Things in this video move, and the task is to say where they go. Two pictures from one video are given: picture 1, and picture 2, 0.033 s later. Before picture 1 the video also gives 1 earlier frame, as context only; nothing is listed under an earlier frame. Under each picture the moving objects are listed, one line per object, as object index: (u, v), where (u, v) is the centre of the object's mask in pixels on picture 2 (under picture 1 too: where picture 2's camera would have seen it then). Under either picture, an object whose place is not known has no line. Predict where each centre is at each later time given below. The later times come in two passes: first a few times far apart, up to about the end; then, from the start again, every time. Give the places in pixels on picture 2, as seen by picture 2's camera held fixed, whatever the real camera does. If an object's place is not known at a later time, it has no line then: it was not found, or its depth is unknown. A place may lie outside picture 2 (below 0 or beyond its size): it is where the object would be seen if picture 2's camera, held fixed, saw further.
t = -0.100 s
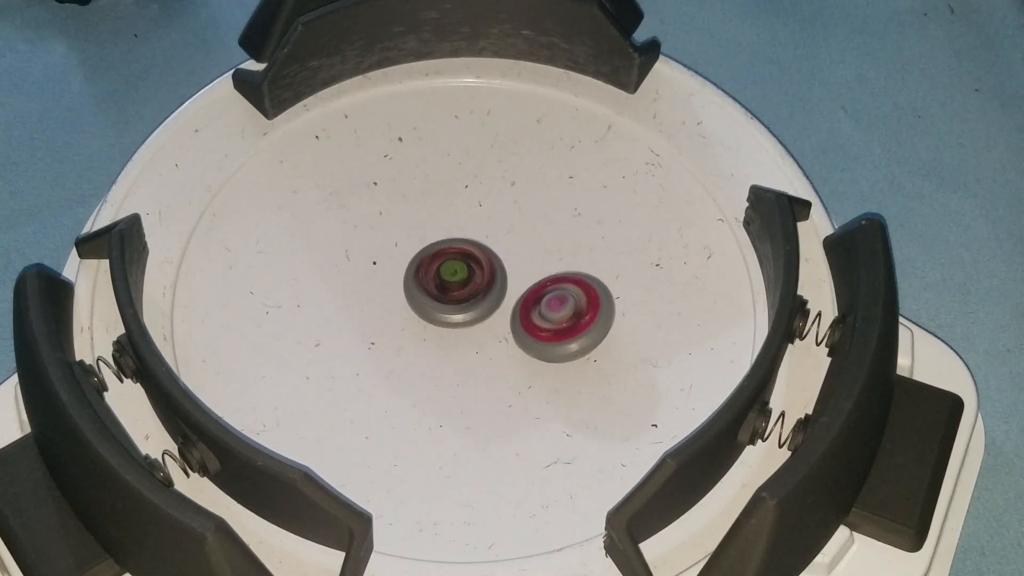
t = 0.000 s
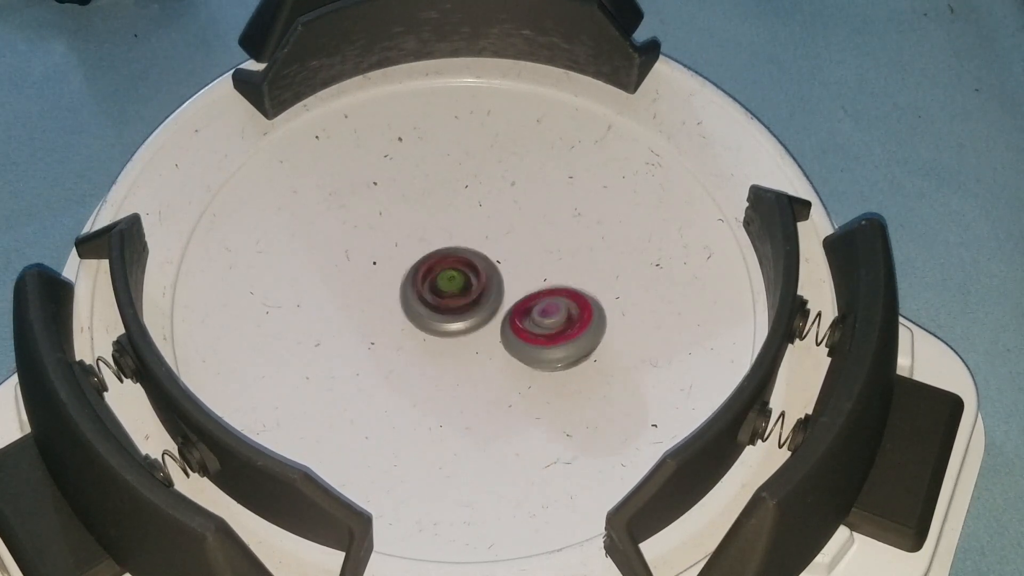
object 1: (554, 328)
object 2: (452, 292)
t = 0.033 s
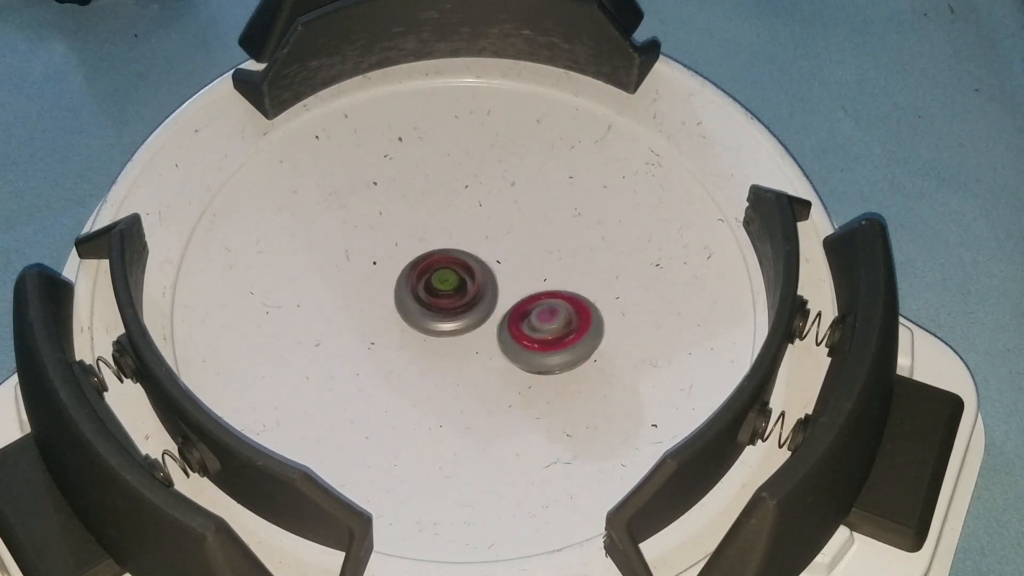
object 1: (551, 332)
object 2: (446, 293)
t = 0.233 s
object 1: (575, 377)
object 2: (379, 271)
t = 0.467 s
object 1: (548, 348)
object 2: (349, 267)
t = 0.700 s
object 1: (541, 302)
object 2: (367, 276)
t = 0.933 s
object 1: (554, 269)
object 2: (415, 301)
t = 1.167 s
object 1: (556, 266)
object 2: (456, 337)
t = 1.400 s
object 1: (526, 268)
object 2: (471, 371)
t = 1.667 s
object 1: (478, 248)
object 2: (456, 377)
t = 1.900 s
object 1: (461, 227)
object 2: (438, 350)
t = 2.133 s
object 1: (462, 226)
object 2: (439, 314)
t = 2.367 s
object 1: (486, 208)
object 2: (421, 352)
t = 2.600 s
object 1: (466, 240)
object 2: (439, 352)
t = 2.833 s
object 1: (416, 256)
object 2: (459, 342)
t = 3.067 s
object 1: (390, 242)
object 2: (473, 331)
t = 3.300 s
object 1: (403, 245)
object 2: (484, 325)
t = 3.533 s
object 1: (401, 273)
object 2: (481, 321)
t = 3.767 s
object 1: (375, 279)
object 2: (471, 321)
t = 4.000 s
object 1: (375, 272)
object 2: (463, 322)
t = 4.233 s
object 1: (386, 277)
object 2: (469, 343)
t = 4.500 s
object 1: (378, 287)
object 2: (459, 348)
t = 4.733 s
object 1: (374, 270)
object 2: (461, 351)
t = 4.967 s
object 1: (412, 266)
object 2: (469, 344)
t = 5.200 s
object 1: (461, 250)
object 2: (471, 351)
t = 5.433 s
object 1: (471, 254)
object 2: (467, 344)
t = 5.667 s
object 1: (471, 250)
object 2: (477, 335)
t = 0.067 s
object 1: (543, 335)
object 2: (442, 295)
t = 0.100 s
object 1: (536, 335)
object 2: (440, 298)
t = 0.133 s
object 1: (551, 351)
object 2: (418, 287)
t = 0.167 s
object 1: (566, 364)
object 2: (399, 277)
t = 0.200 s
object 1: (574, 371)
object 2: (386, 272)
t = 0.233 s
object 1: (575, 377)
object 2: (379, 271)
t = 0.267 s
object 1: (572, 376)
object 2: (372, 270)
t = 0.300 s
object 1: (567, 373)
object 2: (366, 269)
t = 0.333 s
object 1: (563, 367)
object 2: (360, 268)
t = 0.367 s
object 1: (559, 363)
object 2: (356, 267)
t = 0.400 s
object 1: (555, 358)
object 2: (353, 267)
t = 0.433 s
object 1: (552, 353)
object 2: (351, 267)
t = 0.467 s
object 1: (548, 348)
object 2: (349, 267)
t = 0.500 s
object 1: (546, 341)
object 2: (349, 266)
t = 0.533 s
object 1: (544, 335)
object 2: (350, 268)
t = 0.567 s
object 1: (542, 328)
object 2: (351, 268)
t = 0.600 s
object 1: (541, 322)
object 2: (354, 269)
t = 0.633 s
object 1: (540, 315)
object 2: (357, 271)
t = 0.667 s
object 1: (541, 308)
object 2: (362, 274)
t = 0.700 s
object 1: (541, 302)
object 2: (367, 276)
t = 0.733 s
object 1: (543, 295)
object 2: (373, 279)
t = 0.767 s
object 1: (544, 290)
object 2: (380, 282)
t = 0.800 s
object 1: (546, 284)
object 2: (386, 285)
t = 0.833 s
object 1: (548, 280)
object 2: (393, 289)
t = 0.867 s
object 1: (550, 275)
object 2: (400, 292)
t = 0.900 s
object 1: (552, 272)
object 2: (407, 297)
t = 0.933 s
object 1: (554, 269)
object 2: (415, 301)
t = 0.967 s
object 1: (556, 267)
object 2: (421, 306)
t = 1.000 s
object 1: (557, 266)
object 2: (428, 310)
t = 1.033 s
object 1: (557, 265)
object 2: (434, 316)
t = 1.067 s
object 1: (558, 264)
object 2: (440, 321)
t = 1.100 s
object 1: (559, 264)
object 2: (446, 326)
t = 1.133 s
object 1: (559, 264)
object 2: (451, 332)
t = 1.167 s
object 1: (556, 266)
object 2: (456, 337)
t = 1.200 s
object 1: (554, 266)
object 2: (460, 343)
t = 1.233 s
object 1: (551, 267)
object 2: (463, 348)
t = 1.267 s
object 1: (547, 267)
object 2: (466, 354)
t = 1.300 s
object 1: (543, 268)
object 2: (468, 358)
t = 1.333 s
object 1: (538, 269)
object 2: (470, 364)
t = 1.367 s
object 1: (532, 268)
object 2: (470, 367)
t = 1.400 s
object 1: (526, 268)
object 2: (471, 371)
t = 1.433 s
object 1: (519, 267)
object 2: (470, 373)
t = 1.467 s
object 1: (513, 265)
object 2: (470, 376)
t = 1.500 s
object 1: (506, 264)
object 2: (468, 378)
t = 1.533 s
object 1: (500, 261)
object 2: (467, 379)
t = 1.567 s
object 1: (493, 259)
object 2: (463, 380)
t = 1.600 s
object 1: (488, 255)
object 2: (462, 379)
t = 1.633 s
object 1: (482, 252)
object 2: (458, 379)
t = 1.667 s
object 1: (478, 248)
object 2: (456, 377)
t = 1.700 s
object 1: (474, 245)
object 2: (453, 375)
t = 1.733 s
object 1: (470, 242)
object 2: (450, 371)
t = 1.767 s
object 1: (467, 238)
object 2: (448, 369)
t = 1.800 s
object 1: (465, 234)
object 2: (444, 364)
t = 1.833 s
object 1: (464, 231)
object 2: (442, 360)
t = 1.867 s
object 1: (462, 230)
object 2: (439, 356)
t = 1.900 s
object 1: (461, 227)
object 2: (438, 350)
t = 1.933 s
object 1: (461, 226)
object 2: (436, 346)
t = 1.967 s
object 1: (460, 224)
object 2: (435, 340)
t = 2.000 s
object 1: (461, 224)
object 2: (435, 334)
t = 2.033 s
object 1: (461, 224)
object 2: (435, 328)
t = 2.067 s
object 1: (461, 224)
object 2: (436, 323)
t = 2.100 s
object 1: (461, 226)
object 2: (437, 317)
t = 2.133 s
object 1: (462, 226)
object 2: (439, 314)
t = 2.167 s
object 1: (472, 212)
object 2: (429, 327)
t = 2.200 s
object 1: (480, 202)
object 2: (420, 341)
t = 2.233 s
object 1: (485, 200)
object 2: (416, 348)
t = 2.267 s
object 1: (486, 202)
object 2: (416, 349)
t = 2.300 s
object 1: (486, 204)
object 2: (419, 351)
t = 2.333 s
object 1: (486, 206)
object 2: (420, 353)
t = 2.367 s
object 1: (486, 208)
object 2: (421, 352)
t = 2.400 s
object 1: (486, 211)
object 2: (424, 354)
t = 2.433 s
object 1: (486, 215)
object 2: (425, 354)
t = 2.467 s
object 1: (483, 220)
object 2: (428, 354)
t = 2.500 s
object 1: (480, 225)
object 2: (431, 355)
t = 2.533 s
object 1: (477, 231)
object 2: (433, 353)
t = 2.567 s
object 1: (472, 236)
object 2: (437, 353)
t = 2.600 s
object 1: (466, 240)
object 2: (439, 352)
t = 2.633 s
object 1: (460, 244)
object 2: (442, 350)
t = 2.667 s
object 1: (453, 247)
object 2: (445, 350)
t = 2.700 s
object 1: (446, 250)
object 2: (447, 348)
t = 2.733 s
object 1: (438, 253)
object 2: (450, 346)
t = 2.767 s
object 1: (431, 255)
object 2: (453, 346)
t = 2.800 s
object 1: (423, 256)
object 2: (455, 343)
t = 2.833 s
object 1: (416, 256)
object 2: (459, 342)
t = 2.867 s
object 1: (410, 255)
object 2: (460, 341)
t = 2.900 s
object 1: (405, 254)
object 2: (463, 338)
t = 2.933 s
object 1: (400, 253)
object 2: (466, 338)
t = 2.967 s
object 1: (397, 250)
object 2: (467, 336)
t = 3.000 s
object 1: (393, 248)
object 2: (469, 334)
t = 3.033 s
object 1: (391, 245)
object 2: (472, 334)
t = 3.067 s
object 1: (390, 242)
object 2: (473, 331)
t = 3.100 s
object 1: (390, 240)
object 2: (476, 330)
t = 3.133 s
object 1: (392, 239)
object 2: (478, 330)
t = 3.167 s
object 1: (393, 239)
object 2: (479, 328)
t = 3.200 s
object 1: (395, 239)
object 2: (481, 328)
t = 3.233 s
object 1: (398, 240)
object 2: (481, 327)
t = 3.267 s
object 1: (400, 242)
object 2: (482, 325)
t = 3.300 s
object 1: (403, 245)
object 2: (484, 325)
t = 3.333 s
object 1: (405, 249)
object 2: (483, 323)
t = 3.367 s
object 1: (406, 253)
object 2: (484, 321)
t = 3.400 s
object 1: (406, 258)
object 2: (484, 321)
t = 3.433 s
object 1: (407, 263)
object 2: (482, 320)
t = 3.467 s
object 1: (405, 267)
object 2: (484, 320)
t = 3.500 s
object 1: (404, 269)
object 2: (483, 321)
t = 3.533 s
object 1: (401, 273)
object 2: (481, 321)
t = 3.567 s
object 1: (397, 275)
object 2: (482, 322)
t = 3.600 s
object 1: (394, 276)
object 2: (480, 323)
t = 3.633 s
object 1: (390, 278)
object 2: (478, 321)
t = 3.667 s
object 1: (385, 279)
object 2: (478, 322)
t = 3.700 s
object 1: (382, 279)
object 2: (475, 323)
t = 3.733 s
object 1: (378, 279)
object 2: (472, 321)
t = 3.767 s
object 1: (375, 279)
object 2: (471, 321)
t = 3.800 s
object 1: (373, 278)
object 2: (468, 321)
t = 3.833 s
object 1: (369, 276)
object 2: (468, 320)
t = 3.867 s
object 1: (367, 272)
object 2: (469, 322)
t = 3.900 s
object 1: (370, 271)
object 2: (467, 323)
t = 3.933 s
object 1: (373, 271)
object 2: (465, 321)
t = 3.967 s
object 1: (374, 271)
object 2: (465, 321)
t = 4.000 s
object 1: (375, 272)
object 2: (463, 322)
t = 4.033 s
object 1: (375, 270)
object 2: (463, 325)
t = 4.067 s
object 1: (375, 270)
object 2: (465, 328)
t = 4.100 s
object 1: (380, 271)
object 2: (466, 330)
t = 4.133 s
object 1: (383, 275)
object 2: (466, 332)
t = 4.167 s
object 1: (381, 275)
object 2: (470, 336)
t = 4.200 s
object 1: (383, 275)
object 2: (472, 341)
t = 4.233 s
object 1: (386, 277)
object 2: (469, 343)
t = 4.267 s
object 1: (387, 282)
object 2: (467, 342)
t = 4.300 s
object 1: (386, 287)
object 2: (467, 343)
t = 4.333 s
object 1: (384, 290)
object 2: (466, 344)
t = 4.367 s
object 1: (382, 291)
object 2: (462, 345)
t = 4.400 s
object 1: (382, 293)
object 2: (459, 343)
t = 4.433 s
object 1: (379, 291)
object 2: (462, 345)
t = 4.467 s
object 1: (377, 289)
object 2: (462, 348)
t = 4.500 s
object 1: (378, 287)
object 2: (459, 348)
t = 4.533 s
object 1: (373, 281)
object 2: (462, 352)
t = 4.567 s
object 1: (371, 277)
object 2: (462, 355)
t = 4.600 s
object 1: (370, 274)
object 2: (460, 355)
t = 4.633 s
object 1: (369, 272)
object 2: (459, 351)
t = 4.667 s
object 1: (370, 270)
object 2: (462, 350)
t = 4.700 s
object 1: (372, 270)
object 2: (463, 351)
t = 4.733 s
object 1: (374, 270)
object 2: (461, 351)
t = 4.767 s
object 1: (376, 270)
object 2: (460, 348)
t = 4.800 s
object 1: (379, 269)
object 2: (461, 346)
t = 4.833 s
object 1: (385, 270)
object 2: (462, 345)
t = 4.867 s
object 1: (390, 270)
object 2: (462, 345)
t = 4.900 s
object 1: (397, 271)
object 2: (462, 342)
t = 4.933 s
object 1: (404, 271)
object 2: (464, 340)
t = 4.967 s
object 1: (412, 266)
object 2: (469, 344)
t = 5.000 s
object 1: (421, 261)
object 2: (469, 348)
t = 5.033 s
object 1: (431, 258)
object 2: (468, 348)
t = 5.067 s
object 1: (439, 255)
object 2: (469, 346)
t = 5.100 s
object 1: (447, 253)
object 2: (471, 346)
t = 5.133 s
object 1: (454, 252)
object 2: (472, 348)
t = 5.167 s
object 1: (458, 251)
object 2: (472, 350)
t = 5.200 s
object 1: (461, 250)
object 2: (471, 351)
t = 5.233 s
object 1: (463, 250)
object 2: (470, 351)
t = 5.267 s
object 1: (465, 250)
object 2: (468, 349)
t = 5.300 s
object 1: (467, 251)
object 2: (469, 347)
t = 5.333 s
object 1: (469, 252)
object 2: (470, 347)
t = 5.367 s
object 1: (470, 253)
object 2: (470, 348)
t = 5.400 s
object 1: (471, 254)
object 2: (468, 347)
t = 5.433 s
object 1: (471, 254)
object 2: (467, 344)
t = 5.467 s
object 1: (472, 254)
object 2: (469, 340)
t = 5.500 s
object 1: (472, 253)
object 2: (471, 339)
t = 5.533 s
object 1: (472, 252)
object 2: (472, 340)
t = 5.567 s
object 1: (472, 251)
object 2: (472, 339)
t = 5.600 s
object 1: (472, 251)
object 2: (474, 337)
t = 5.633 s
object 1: (472, 251)
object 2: (476, 336)
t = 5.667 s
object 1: (471, 250)
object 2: (477, 335)
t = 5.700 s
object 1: (472, 251)
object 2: (477, 337)
